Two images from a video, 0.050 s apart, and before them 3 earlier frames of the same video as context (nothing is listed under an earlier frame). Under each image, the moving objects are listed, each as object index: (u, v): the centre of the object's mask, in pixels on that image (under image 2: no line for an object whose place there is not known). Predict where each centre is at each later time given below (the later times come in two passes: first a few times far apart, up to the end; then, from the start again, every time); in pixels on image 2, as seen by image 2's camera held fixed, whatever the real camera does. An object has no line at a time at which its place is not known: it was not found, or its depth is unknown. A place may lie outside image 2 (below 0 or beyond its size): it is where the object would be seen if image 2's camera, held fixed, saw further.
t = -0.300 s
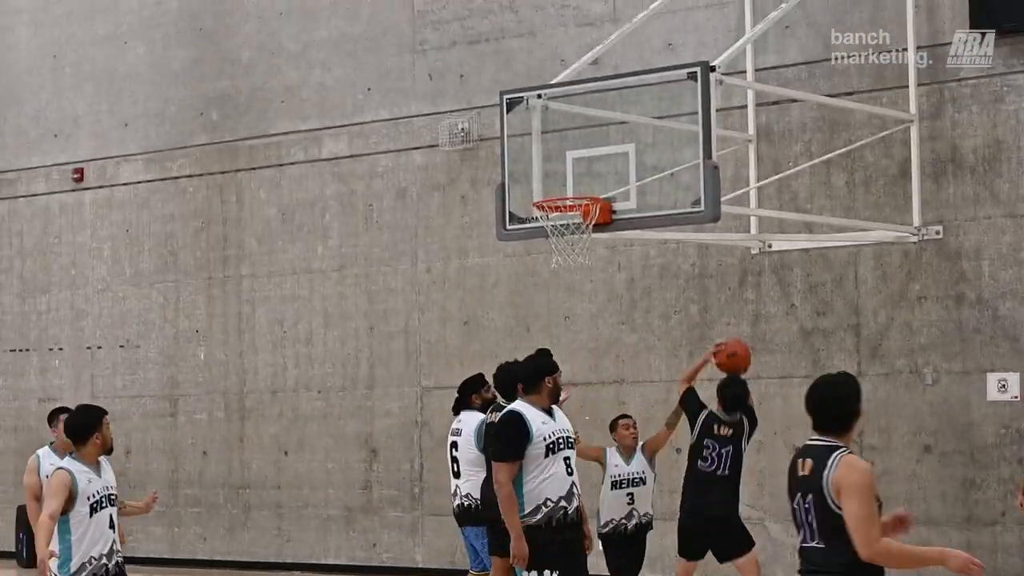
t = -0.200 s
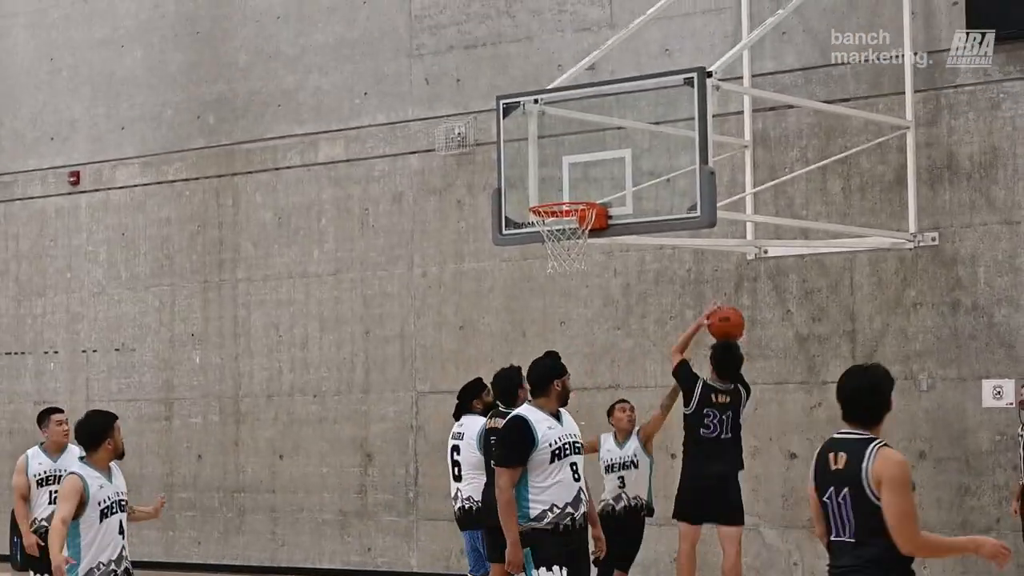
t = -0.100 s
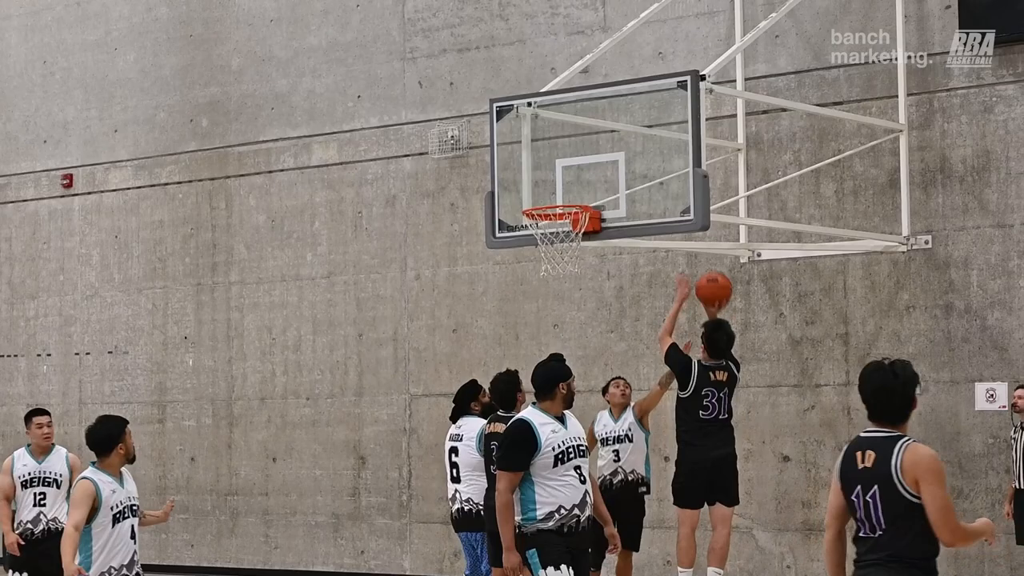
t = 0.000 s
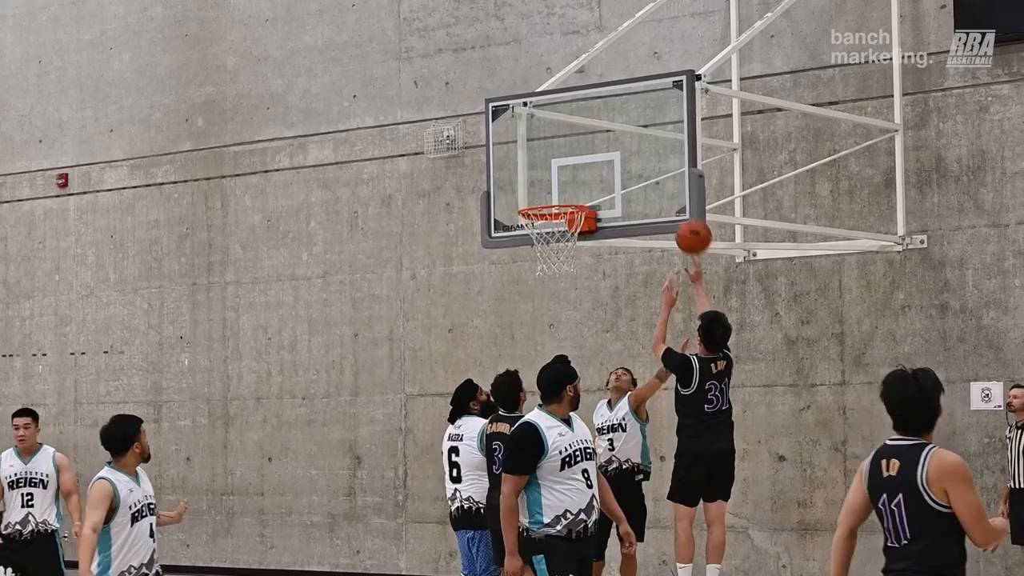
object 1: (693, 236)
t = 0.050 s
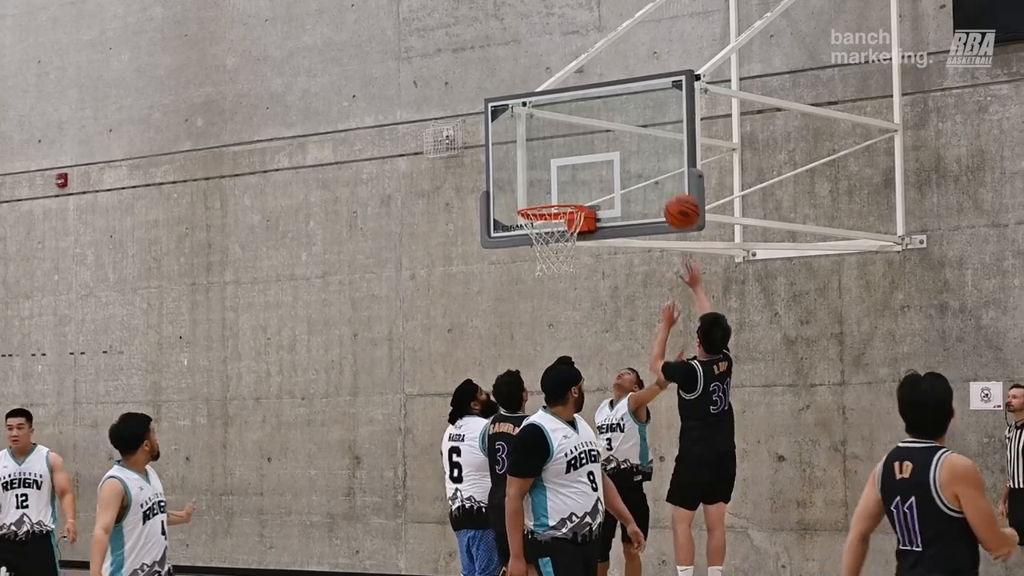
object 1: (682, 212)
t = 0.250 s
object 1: (640, 150)
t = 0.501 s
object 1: (591, 153)
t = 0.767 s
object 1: (535, 225)
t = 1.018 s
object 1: (548, 277)
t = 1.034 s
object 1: (550, 283)
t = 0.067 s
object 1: (678, 204)
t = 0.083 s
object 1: (675, 197)
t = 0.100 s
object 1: (672, 190)
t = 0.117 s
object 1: (668, 185)
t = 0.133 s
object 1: (664, 178)
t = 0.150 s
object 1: (660, 173)
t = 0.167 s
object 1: (657, 168)
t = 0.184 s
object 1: (654, 164)
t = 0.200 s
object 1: (650, 160)
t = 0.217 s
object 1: (647, 156)
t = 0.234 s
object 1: (644, 153)
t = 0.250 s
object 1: (640, 150)
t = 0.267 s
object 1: (637, 148)
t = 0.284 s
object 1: (633, 146)
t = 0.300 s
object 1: (630, 144)
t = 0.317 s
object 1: (627, 143)
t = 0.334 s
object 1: (623, 142)
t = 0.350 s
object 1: (620, 142)
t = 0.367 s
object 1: (617, 142)
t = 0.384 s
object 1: (614, 142)
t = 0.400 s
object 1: (611, 143)
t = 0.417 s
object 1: (608, 144)
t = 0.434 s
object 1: (605, 145)
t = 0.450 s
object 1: (602, 147)
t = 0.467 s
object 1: (599, 149)
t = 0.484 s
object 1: (595, 151)
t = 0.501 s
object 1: (591, 153)
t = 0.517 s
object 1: (587, 155)
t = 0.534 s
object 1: (583, 158)
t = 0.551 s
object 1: (580, 162)
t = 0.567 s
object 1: (575, 165)
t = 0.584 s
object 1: (571, 169)
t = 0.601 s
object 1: (567, 174)
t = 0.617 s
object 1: (563, 178)
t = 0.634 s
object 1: (559, 183)
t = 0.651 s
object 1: (555, 188)
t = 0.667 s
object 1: (551, 192)
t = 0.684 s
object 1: (548, 195)
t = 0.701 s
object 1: (544, 208)
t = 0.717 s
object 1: (541, 212)
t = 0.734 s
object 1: (539, 218)
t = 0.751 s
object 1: (537, 220)
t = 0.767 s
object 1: (535, 225)
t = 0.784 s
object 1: (535, 231)
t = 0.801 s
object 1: (533, 236)
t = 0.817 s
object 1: (533, 239)
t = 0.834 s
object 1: (533, 241)
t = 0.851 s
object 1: (534, 243)
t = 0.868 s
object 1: (536, 247)
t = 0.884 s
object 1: (538, 252)
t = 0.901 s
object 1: (539, 252)
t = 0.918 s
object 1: (540, 253)
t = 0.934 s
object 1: (540, 255)
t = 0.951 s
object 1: (542, 258)
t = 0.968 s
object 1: (544, 262)
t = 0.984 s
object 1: (545, 267)
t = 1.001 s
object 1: (547, 273)
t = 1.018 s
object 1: (548, 277)
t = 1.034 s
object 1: (550, 283)
